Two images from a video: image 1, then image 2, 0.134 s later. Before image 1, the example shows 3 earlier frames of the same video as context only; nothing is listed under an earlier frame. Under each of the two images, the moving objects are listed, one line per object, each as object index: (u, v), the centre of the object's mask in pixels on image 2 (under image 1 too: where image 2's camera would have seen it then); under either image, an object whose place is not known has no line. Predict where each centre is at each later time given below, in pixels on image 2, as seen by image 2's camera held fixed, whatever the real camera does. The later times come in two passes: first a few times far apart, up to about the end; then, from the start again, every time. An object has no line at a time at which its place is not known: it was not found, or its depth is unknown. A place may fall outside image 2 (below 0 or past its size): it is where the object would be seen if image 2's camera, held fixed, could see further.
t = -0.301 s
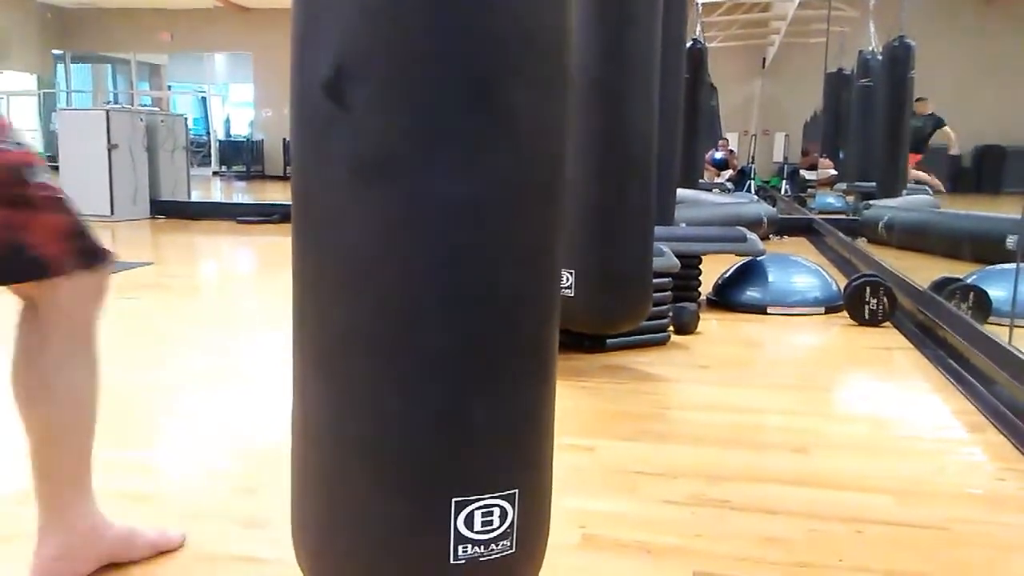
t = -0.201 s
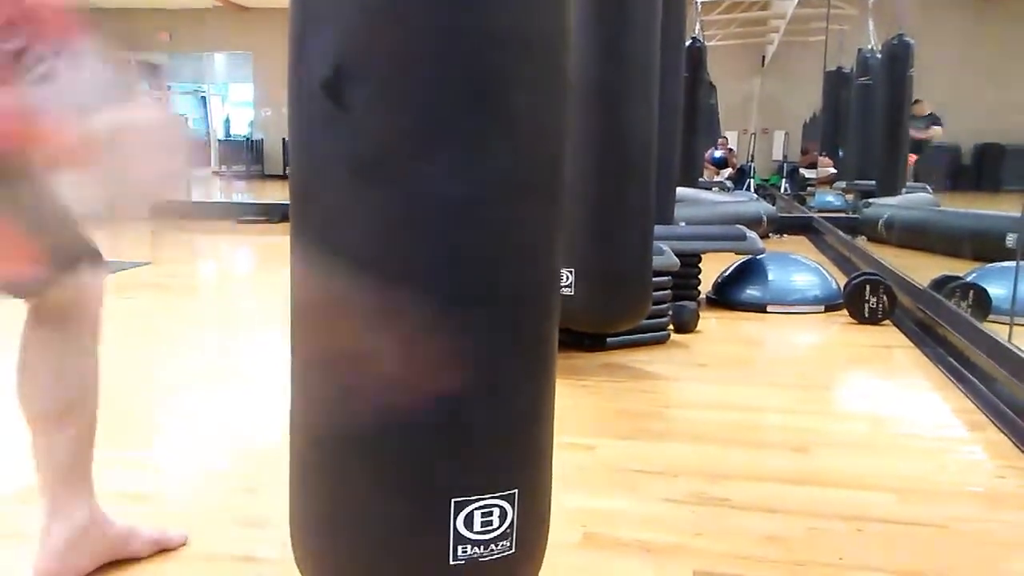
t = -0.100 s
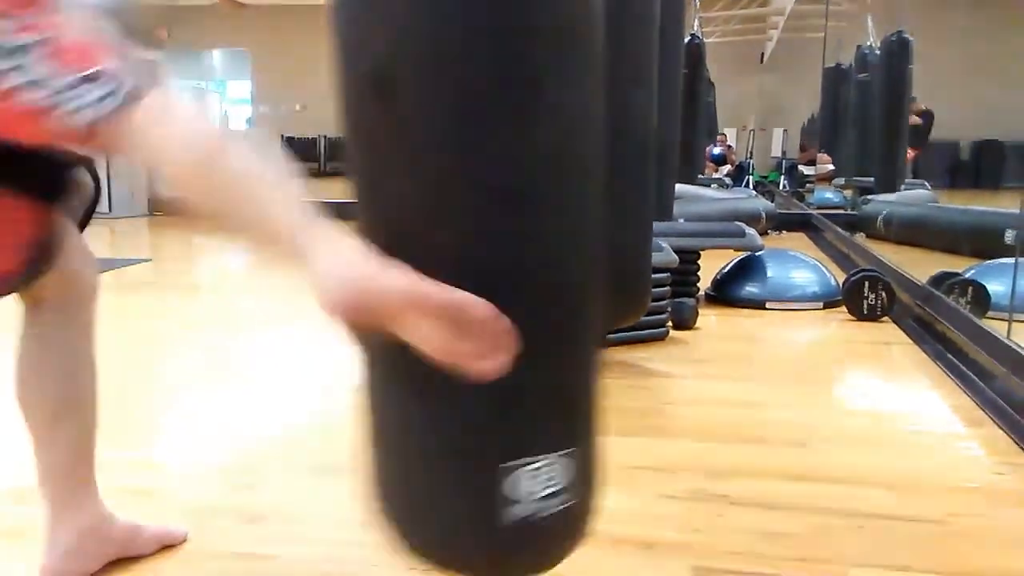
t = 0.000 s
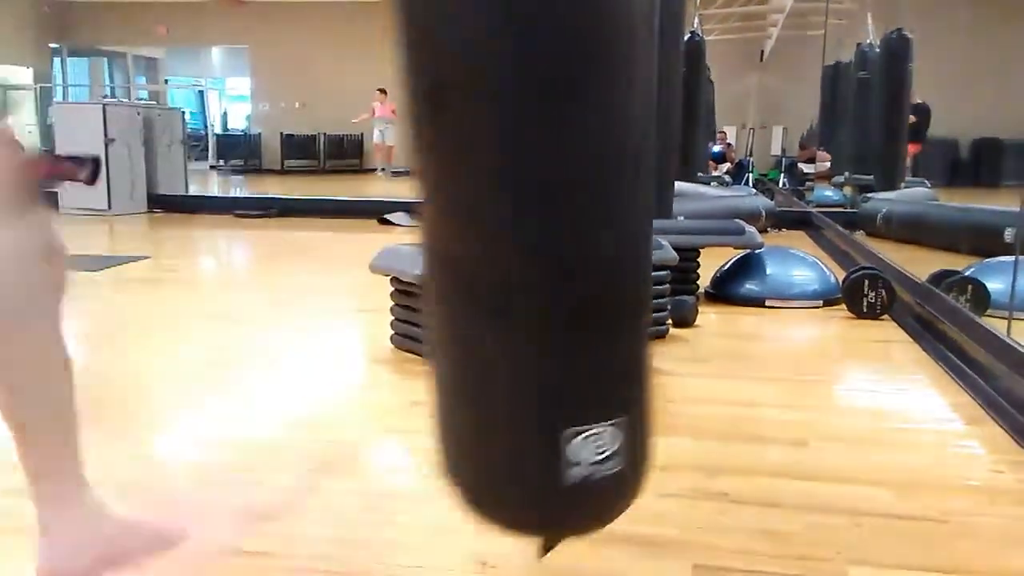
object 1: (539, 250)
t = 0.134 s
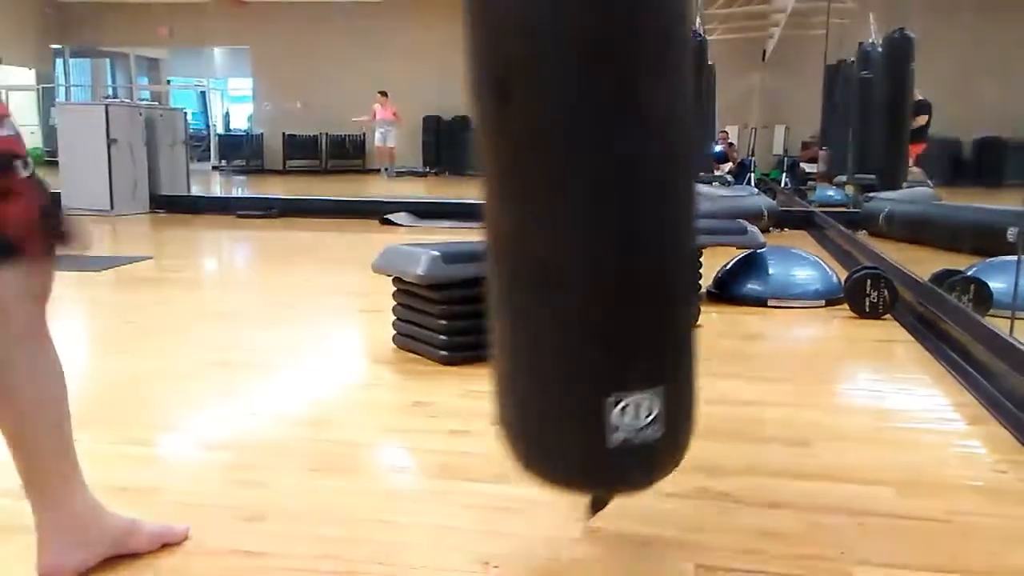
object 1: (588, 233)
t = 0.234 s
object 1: (619, 217)
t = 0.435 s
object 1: (654, 195)
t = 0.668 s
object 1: (650, 193)
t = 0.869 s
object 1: (612, 213)
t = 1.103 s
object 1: (532, 256)
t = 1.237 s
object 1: (492, 272)
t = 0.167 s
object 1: (599, 228)
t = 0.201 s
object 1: (611, 223)
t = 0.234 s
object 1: (619, 217)
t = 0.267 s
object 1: (628, 211)
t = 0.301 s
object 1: (636, 206)
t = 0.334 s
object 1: (642, 201)
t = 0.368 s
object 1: (647, 198)
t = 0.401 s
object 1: (651, 196)
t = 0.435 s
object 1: (654, 195)
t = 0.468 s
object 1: (656, 195)
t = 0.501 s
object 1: (656, 194)
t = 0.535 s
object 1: (655, 193)
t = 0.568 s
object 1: (655, 193)
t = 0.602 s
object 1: (654, 193)
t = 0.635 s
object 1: (653, 192)
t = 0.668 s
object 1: (650, 193)
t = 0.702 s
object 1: (648, 193)
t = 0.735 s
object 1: (643, 195)
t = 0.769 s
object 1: (638, 198)
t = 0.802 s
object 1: (631, 201)
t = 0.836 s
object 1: (623, 207)
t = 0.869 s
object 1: (612, 213)
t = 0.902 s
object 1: (602, 217)
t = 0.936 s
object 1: (591, 224)
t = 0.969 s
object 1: (579, 229)
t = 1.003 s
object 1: (568, 235)
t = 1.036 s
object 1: (556, 243)
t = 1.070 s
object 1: (543, 248)
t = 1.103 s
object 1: (532, 256)
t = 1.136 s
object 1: (520, 264)
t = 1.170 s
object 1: (507, 268)
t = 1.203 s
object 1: (498, 270)
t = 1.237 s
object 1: (492, 272)
